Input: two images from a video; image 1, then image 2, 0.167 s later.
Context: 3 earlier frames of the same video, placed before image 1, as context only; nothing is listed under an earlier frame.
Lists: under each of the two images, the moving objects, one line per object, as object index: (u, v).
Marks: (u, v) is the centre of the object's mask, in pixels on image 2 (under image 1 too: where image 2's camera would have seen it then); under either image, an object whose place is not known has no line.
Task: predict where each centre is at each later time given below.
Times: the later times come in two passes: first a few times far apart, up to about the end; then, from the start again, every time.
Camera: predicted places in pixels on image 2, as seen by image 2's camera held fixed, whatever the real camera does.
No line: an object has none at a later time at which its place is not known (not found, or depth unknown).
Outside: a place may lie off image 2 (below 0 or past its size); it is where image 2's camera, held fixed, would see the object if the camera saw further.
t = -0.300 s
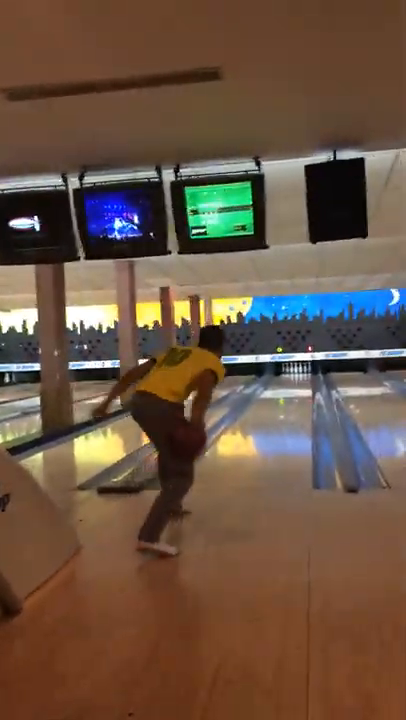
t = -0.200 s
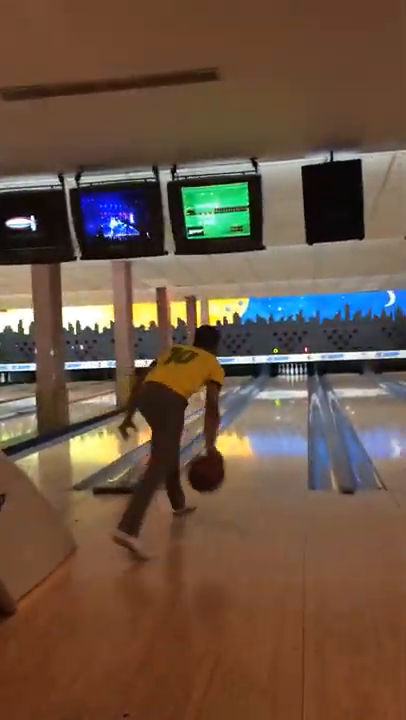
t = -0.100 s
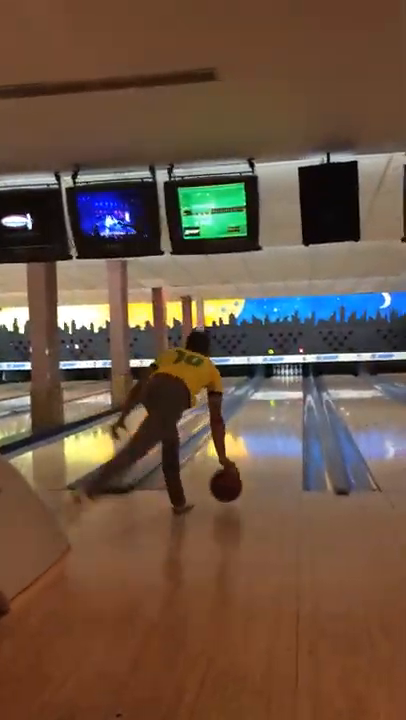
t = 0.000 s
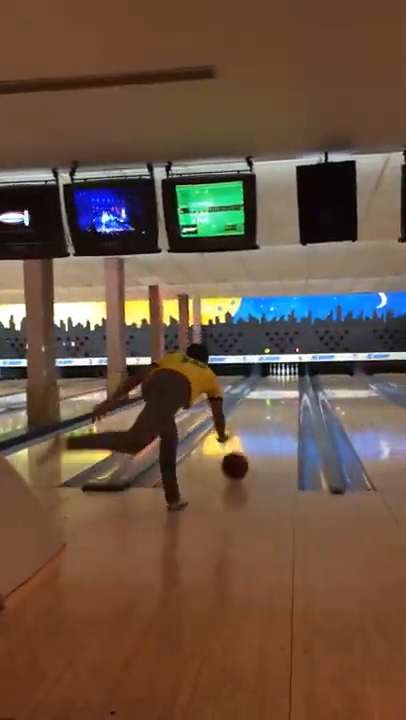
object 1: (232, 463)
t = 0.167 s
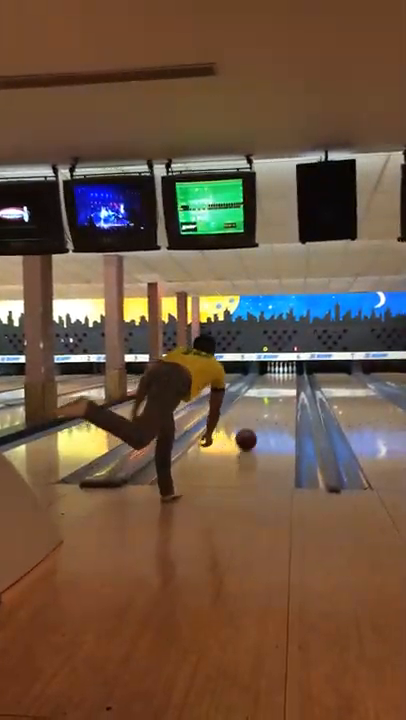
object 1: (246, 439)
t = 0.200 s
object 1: (248, 436)
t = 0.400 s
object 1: (257, 418)
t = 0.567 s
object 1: (262, 408)
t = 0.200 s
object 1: (248, 436)
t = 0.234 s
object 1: (249, 432)
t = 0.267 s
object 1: (251, 429)
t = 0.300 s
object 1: (253, 426)
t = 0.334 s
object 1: (254, 423)
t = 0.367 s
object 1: (255, 421)
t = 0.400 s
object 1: (257, 418)
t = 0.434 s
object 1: (258, 416)
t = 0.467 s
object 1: (259, 414)
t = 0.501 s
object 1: (260, 412)
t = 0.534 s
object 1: (261, 410)
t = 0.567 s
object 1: (262, 408)
